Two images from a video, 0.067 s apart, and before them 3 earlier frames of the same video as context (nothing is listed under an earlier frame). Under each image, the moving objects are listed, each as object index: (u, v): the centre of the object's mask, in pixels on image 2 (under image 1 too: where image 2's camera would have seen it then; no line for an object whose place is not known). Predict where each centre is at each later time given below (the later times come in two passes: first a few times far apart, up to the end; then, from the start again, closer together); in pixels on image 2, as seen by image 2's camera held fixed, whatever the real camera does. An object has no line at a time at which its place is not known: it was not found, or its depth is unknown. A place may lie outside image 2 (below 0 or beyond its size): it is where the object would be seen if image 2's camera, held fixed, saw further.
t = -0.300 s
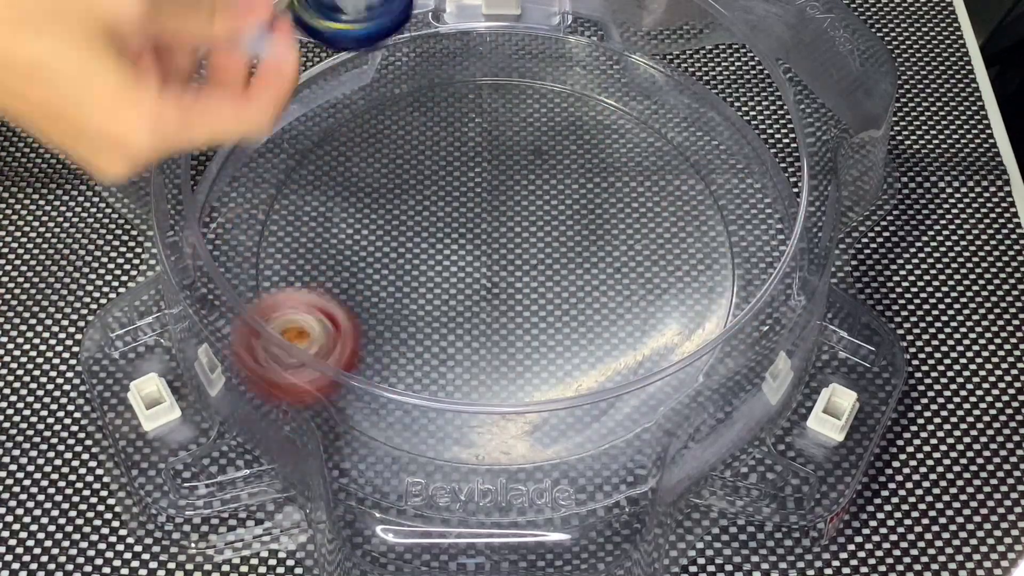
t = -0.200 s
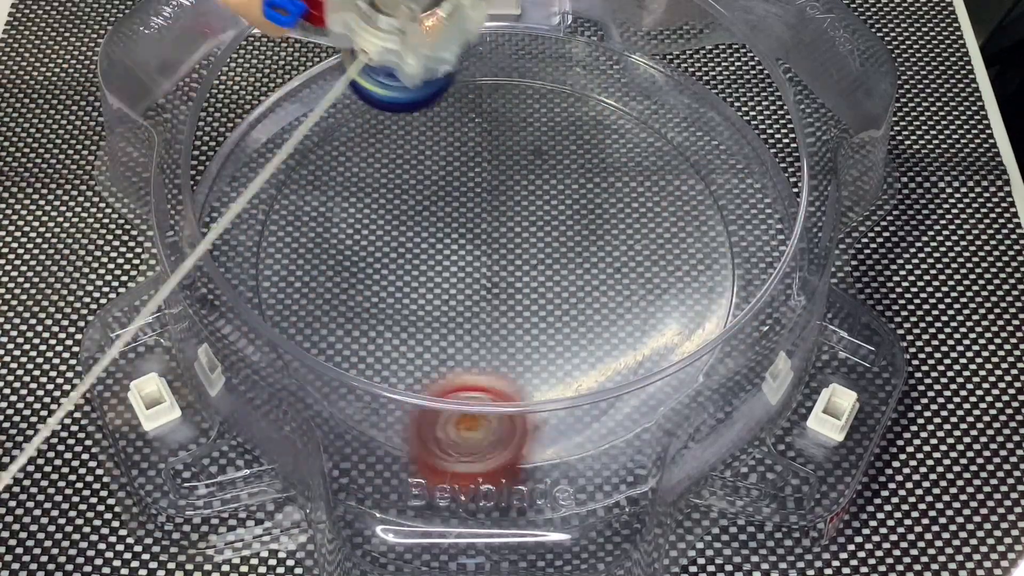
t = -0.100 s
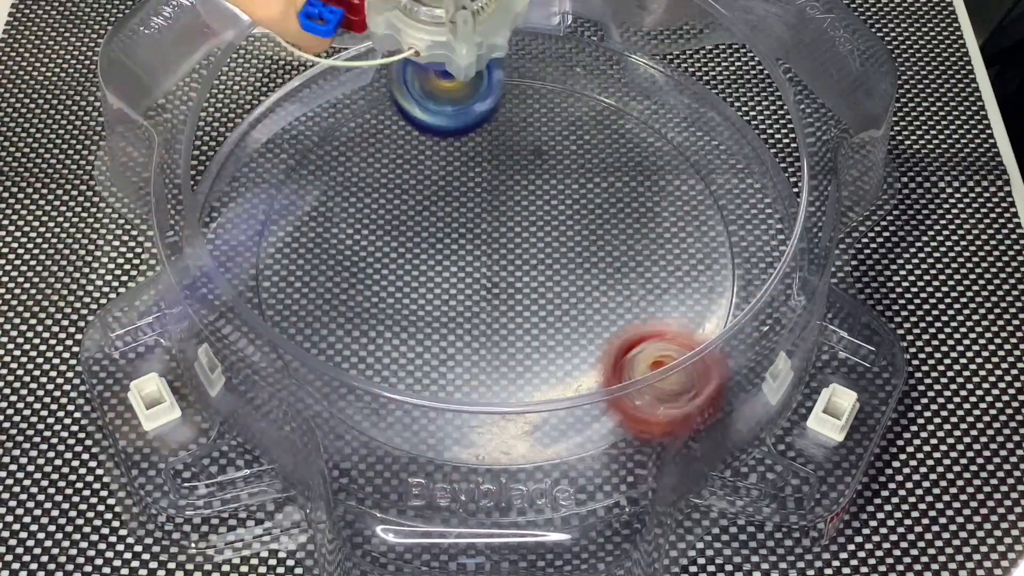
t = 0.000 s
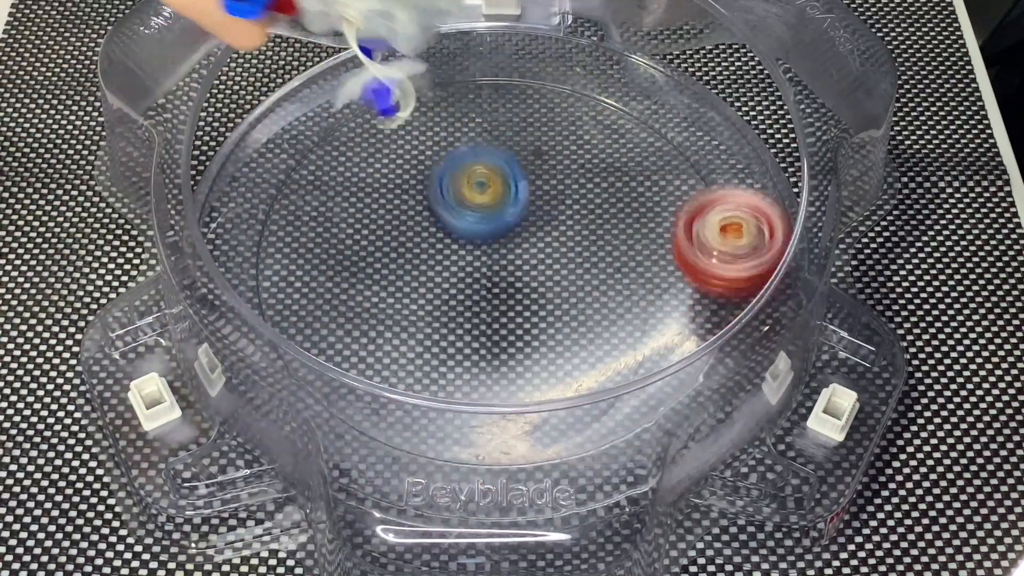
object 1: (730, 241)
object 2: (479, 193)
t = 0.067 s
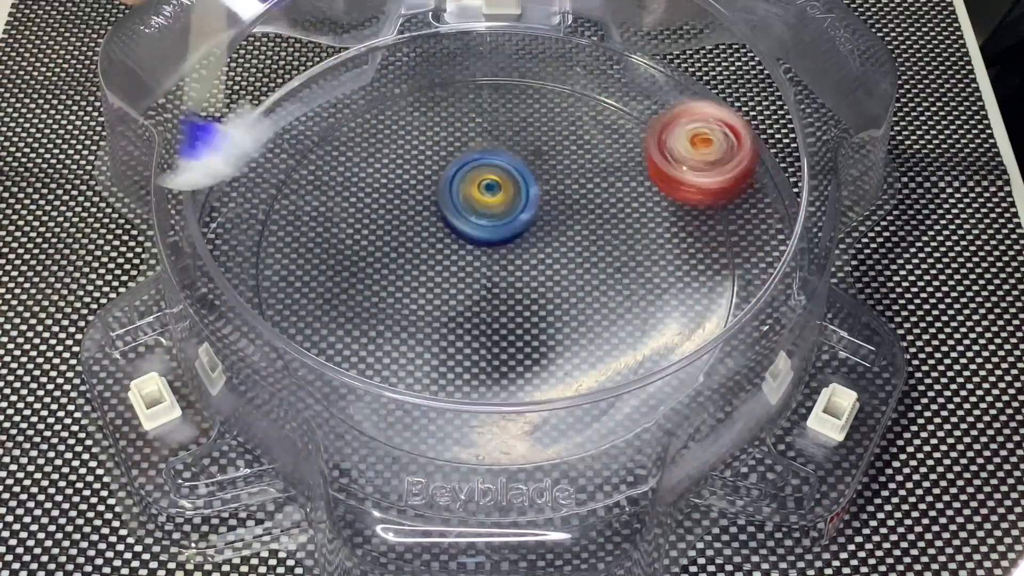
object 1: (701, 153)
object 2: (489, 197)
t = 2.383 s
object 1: (392, 180)
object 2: (411, 325)
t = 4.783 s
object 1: (447, 200)
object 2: (585, 179)
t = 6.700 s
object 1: (446, 256)
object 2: (528, 187)
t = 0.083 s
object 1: (686, 134)
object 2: (490, 197)
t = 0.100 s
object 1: (670, 118)
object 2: (492, 200)
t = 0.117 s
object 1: (649, 104)
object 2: (494, 207)
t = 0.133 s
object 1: (628, 90)
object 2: (495, 217)
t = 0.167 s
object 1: (584, 70)
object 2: (499, 247)
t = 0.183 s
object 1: (559, 63)
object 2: (499, 256)
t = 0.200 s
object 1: (533, 60)
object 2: (498, 255)
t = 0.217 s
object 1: (508, 59)
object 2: (497, 257)
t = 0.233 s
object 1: (481, 57)
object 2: (497, 262)
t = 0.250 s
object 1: (456, 58)
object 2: (496, 270)
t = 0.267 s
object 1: (431, 63)
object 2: (495, 280)
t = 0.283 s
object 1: (407, 70)
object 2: (492, 281)
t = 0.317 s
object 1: (359, 89)
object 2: (486, 294)
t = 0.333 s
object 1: (338, 102)
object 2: (482, 295)
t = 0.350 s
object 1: (320, 117)
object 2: (477, 300)
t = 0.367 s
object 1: (302, 134)
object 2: (471, 304)
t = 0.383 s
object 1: (287, 152)
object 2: (466, 308)
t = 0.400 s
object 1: (275, 173)
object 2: (460, 310)
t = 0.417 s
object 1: (266, 194)
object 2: (452, 313)
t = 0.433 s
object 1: (259, 216)
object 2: (444, 315)
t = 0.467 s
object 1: (267, 260)
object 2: (427, 316)
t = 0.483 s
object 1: (267, 285)
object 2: (417, 316)
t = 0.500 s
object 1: (275, 308)
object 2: (408, 314)
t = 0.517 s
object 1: (286, 331)
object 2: (401, 311)
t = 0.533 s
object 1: (302, 351)
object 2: (405, 304)
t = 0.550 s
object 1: (326, 365)
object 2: (410, 296)
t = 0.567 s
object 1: (353, 383)
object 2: (412, 288)
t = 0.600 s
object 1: (403, 412)
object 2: (420, 270)
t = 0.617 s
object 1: (430, 424)
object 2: (424, 261)
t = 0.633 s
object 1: (455, 432)
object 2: (428, 250)
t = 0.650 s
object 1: (483, 435)
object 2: (432, 242)
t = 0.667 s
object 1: (512, 432)
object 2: (436, 232)
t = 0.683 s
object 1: (538, 427)
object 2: (440, 223)
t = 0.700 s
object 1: (564, 421)
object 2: (444, 214)
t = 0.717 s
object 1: (587, 413)
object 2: (448, 206)
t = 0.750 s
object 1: (627, 391)
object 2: (458, 194)
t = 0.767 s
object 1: (643, 376)
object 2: (464, 189)
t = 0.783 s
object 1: (660, 362)
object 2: (470, 185)
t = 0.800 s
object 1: (672, 346)
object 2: (477, 182)
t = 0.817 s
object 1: (681, 328)
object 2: (484, 180)
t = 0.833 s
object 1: (685, 304)
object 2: (492, 179)
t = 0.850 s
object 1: (693, 290)
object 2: (500, 179)
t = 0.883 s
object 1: (695, 253)
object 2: (515, 181)
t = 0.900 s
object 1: (691, 234)
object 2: (522, 184)
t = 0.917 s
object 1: (683, 214)
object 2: (530, 187)
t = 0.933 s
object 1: (673, 197)
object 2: (538, 192)
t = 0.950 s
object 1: (661, 180)
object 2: (544, 198)
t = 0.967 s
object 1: (648, 161)
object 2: (548, 205)
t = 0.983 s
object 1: (641, 143)
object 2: (544, 214)
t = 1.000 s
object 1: (632, 125)
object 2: (539, 226)
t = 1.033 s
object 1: (607, 96)
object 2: (529, 249)
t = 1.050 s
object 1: (592, 85)
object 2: (523, 260)
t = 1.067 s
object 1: (575, 74)
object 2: (516, 272)
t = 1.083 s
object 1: (557, 67)
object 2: (509, 283)
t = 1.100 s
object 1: (539, 62)
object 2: (501, 295)
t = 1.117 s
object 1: (519, 57)
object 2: (492, 306)
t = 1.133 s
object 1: (498, 56)
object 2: (482, 316)
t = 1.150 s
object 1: (477, 59)
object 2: (471, 326)
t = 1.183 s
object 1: (433, 66)
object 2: (448, 341)
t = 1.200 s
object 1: (412, 71)
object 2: (436, 347)
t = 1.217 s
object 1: (391, 76)
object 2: (424, 350)
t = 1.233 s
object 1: (370, 83)
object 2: (411, 351)
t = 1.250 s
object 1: (352, 94)
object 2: (399, 351)
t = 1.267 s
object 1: (336, 107)
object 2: (386, 350)
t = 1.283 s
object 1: (320, 121)
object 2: (373, 347)
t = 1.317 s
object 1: (290, 150)
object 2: (342, 347)
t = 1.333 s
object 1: (280, 166)
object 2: (330, 341)
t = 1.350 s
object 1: (271, 185)
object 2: (318, 334)
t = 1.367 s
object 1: (266, 204)
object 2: (306, 325)
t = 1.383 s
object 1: (260, 223)
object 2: (297, 316)
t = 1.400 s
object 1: (258, 223)
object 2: (295, 327)
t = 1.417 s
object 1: (261, 225)
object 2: (298, 338)
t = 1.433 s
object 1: (268, 230)
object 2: (306, 347)
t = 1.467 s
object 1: (283, 238)
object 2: (329, 365)
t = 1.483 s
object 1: (291, 244)
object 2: (344, 371)
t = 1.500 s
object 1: (302, 250)
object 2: (358, 374)
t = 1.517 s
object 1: (312, 257)
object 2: (374, 373)
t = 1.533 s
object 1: (322, 264)
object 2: (388, 375)
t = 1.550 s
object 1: (333, 271)
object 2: (403, 373)
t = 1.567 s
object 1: (343, 277)
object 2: (419, 361)
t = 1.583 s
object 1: (354, 284)
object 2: (431, 360)
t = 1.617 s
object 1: (372, 292)
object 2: (459, 358)
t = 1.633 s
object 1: (377, 292)
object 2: (476, 357)
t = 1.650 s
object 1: (385, 293)
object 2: (494, 356)
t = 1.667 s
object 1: (392, 293)
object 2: (511, 355)
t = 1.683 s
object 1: (401, 294)
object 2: (525, 352)
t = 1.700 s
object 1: (409, 293)
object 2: (540, 350)
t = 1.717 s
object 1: (418, 293)
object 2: (553, 346)
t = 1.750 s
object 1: (435, 290)
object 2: (575, 338)
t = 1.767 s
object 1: (443, 288)
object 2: (584, 334)
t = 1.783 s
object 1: (450, 286)
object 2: (593, 329)
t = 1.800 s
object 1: (457, 283)
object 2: (599, 324)
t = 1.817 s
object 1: (464, 281)
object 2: (605, 320)
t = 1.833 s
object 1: (470, 277)
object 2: (610, 316)
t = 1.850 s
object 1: (475, 274)
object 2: (613, 312)
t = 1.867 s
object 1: (479, 270)
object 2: (615, 309)
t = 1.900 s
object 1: (488, 262)
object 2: (616, 300)
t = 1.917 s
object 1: (491, 258)
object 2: (615, 297)
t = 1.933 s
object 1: (493, 254)
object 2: (613, 293)
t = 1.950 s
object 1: (496, 249)
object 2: (611, 291)
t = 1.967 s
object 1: (497, 244)
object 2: (606, 288)
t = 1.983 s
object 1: (499, 238)
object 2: (600, 284)
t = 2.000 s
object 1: (500, 233)
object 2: (595, 284)
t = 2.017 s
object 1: (499, 226)
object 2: (591, 283)
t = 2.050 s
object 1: (492, 207)
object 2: (587, 290)
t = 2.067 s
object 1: (488, 200)
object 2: (584, 297)
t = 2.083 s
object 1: (484, 192)
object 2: (581, 303)
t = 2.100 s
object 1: (480, 185)
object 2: (577, 309)
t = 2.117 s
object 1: (475, 179)
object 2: (572, 314)
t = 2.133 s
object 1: (469, 173)
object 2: (567, 320)
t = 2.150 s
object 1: (465, 168)
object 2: (560, 327)
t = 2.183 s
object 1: (454, 161)
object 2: (543, 338)
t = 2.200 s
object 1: (448, 158)
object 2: (533, 344)
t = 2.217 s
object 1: (441, 155)
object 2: (523, 347)
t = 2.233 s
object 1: (435, 153)
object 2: (512, 350)
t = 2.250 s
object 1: (429, 153)
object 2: (501, 352)
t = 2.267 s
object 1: (423, 153)
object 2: (490, 352)
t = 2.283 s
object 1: (418, 155)
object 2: (477, 352)
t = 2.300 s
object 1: (412, 157)
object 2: (466, 349)
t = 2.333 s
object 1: (403, 164)
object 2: (442, 344)
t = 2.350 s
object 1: (399, 168)
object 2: (430, 338)
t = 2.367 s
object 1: (396, 174)
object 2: (420, 332)
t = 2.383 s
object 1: (392, 180)
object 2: (411, 325)
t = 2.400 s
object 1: (390, 186)
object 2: (403, 317)
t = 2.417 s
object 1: (388, 193)
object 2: (398, 308)
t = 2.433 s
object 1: (386, 199)
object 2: (393, 298)
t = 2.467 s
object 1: (384, 188)
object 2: (396, 306)
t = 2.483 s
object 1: (383, 180)
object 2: (400, 316)
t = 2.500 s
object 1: (383, 173)
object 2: (403, 326)
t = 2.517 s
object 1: (383, 167)
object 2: (410, 332)
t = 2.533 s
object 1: (383, 162)
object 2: (415, 337)
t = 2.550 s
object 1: (384, 158)
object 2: (421, 342)
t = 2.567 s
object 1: (385, 155)
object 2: (425, 344)
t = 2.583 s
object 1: (386, 153)
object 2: (430, 345)
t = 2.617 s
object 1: (389, 152)
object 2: (439, 345)
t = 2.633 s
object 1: (390, 152)
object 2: (441, 344)
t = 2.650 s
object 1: (392, 152)
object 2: (445, 342)
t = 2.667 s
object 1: (393, 154)
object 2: (446, 341)
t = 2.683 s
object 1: (395, 156)
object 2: (449, 338)
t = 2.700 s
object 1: (397, 158)
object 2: (452, 337)
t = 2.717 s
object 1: (399, 161)
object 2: (454, 334)
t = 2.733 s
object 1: (402, 164)
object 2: (455, 332)
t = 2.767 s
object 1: (407, 171)
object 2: (460, 328)
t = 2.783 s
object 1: (411, 175)
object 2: (463, 325)
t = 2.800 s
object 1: (413, 179)
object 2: (465, 323)
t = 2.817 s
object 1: (417, 182)
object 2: (468, 321)
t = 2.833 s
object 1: (420, 186)
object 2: (471, 319)
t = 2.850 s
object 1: (424, 189)
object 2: (474, 317)
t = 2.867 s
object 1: (429, 192)
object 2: (478, 316)
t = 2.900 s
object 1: (439, 199)
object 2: (485, 312)
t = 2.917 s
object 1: (444, 202)
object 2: (490, 311)
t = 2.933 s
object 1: (449, 204)
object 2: (494, 310)
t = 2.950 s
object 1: (455, 206)
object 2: (498, 309)
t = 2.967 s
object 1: (461, 208)
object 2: (503, 309)
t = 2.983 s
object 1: (467, 209)
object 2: (508, 308)
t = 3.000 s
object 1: (474, 210)
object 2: (513, 307)
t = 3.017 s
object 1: (482, 211)
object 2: (517, 306)
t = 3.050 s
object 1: (496, 211)
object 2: (527, 305)
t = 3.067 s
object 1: (504, 210)
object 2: (532, 305)
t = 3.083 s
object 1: (512, 208)
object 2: (536, 305)
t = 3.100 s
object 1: (520, 207)
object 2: (540, 305)
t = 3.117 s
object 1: (528, 204)
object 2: (544, 304)
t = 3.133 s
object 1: (536, 202)
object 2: (548, 305)
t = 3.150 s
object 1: (543, 199)
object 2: (552, 305)
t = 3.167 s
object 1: (551, 195)
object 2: (555, 304)
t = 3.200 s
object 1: (565, 186)
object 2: (561, 304)
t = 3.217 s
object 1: (570, 181)
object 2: (563, 304)
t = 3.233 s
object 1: (576, 175)
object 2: (565, 304)
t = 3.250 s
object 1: (581, 170)
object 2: (566, 304)
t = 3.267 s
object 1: (585, 163)
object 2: (568, 304)
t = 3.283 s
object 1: (588, 157)
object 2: (569, 304)
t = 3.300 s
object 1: (591, 152)
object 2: (569, 303)
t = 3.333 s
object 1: (593, 140)
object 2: (570, 303)
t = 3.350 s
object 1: (593, 134)
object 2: (569, 304)
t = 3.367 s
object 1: (593, 128)
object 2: (569, 304)
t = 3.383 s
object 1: (591, 123)
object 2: (569, 304)
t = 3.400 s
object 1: (588, 118)
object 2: (568, 305)
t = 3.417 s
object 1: (585, 114)
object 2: (567, 306)
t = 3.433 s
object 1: (581, 110)
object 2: (567, 306)
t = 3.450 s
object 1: (577, 107)
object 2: (567, 307)
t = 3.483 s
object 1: (565, 104)
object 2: (566, 310)
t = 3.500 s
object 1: (558, 104)
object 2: (566, 311)
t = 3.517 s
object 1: (550, 105)
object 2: (565, 313)
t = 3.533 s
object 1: (542, 106)
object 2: (565, 314)
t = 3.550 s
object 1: (534, 108)
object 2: (563, 314)
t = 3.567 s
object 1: (527, 110)
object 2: (563, 315)
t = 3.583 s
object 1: (519, 113)
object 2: (562, 315)
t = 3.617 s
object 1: (507, 120)
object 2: (560, 316)
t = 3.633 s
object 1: (501, 126)
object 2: (559, 316)
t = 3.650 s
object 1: (497, 132)
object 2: (558, 316)
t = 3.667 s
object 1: (493, 138)
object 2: (556, 315)
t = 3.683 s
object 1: (491, 146)
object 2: (554, 314)
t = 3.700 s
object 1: (488, 153)
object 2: (554, 313)
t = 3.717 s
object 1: (487, 161)
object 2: (552, 310)
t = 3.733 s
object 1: (487, 169)
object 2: (550, 307)
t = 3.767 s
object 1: (489, 184)
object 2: (547, 301)
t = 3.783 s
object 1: (490, 192)
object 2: (545, 297)
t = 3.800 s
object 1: (493, 200)
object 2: (544, 294)
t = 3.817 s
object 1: (494, 205)
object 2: (543, 290)
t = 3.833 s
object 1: (485, 191)
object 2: (559, 308)
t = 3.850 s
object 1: (475, 174)
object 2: (578, 335)
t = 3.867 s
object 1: (465, 160)
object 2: (591, 352)
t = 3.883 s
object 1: (456, 147)
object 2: (609, 376)
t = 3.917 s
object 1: (439, 124)
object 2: (629, 405)
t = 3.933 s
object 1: (432, 115)
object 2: (631, 414)
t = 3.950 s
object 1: (425, 108)
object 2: (633, 428)
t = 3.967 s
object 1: (419, 103)
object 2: (631, 438)
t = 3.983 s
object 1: (413, 101)
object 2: (627, 446)
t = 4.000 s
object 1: (407, 100)
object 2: (617, 450)
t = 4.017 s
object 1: (401, 103)
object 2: (607, 452)
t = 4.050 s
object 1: (390, 112)
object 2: (589, 457)
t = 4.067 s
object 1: (386, 120)
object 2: (580, 457)
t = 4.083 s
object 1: (381, 131)
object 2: (572, 457)
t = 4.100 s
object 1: (377, 142)
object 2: (564, 453)
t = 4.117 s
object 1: (373, 156)
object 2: (555, 452)
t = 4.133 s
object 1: (371, 170)
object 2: (546, 451)
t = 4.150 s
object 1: (370, 185)
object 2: (536, 448)
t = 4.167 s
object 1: (371, 200)
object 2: (526, 447)
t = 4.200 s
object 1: (377, 231)
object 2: (510, 445)
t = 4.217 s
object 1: (382, 246)
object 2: (499, 429)
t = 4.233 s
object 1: (390, 260)
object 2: (490, 423)
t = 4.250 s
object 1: (399, 274)
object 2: (482, 414)
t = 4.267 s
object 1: (409, 287)
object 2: (475, 402)
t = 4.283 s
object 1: (421, 298)
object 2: (466, 393)
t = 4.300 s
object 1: (430, 301)
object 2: (464, 392)
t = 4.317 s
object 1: (428, 288)
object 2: (478, 402)
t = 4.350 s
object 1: (426, 260)
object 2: (511, 431)
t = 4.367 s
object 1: (426, 247)
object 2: (526, 427)
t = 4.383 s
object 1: (426, 235)
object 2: (540, 424)
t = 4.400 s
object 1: (426, 224)
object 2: (554, 424)
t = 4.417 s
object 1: (428, 213)
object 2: (567, 424)
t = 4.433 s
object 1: (429, 204)
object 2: (574, 413)
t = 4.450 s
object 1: (431, 194)
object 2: (582, 403)
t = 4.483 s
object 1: (436, 180)
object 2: (591, 374)
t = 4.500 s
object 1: (438, 175)
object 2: (592, 357)
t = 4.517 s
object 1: (440, 170)
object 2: (598, 349)
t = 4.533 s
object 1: (442, 167)
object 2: (603, 338)
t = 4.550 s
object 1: (444, 164)
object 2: (605, 323)
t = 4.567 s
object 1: (445, 162)
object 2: (606, 311)
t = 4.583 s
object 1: (445, 161)
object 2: (606, 297)
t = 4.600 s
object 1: (446, 161)
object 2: (606, 286)
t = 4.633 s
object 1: (446, 162)
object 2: (605, 261)
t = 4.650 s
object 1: (446, 165)
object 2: (604, 250)
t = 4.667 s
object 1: (445, 167)
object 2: (602, 239)
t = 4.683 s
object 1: (445, 172)
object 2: (601, 227)
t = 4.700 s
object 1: (445, 175)
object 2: (599, 217)
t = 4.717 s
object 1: (445, 180)
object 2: (597, 208)
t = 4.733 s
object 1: (444, 184)
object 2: (594, 199)
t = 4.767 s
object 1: (446, 195)
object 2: (589, 185)
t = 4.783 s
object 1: (447, 200)
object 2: (585, 179)
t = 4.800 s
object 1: (448, 205)
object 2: (583, 173)
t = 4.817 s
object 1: (448, 211)
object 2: (579, 169)
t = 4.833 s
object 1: (449, 216)
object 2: (577, 164)
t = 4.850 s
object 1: (449, 221)
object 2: (574, 162)
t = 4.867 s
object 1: (450, 226)
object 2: (571, 160)
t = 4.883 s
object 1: (451, 230)
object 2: (569, 159)
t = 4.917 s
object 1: (453, 237)
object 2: (565, 158)
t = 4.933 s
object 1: (455, 239)
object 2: (563, 159)
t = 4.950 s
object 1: (457, 241)
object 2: (560, 161)
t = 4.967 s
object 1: (460, 243)
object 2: (558, 164)
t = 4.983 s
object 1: (464, 244)
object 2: (556, 167)
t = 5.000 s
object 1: (467, 245)
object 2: (554, 171)
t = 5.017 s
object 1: (471, 245)
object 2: (553, 175)
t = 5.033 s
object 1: (475, 245)
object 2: (552, 179)
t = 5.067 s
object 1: (469, 257)
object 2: (568, 172)
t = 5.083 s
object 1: (463, 264)
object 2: (581, 166)
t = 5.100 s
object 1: (458, 272)
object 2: (593, 163)
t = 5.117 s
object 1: (455, 279)
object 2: (606, 157)
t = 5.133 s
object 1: (452, 286)
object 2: (618, 155)
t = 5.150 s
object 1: (450, 292)
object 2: (630, 153)
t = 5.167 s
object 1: (449, 297)
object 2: (643, 152)
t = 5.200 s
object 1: (450, 306)
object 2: (668, 149)
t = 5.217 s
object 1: (452, 310)
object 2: (679, 151)
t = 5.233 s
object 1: (454, 314)
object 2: (691, 153)
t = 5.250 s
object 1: (458, 318)
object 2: (700, 158)
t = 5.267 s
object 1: (463, 321)
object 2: (706, 163)
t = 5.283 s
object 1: (469, 324)
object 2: (709, 171)
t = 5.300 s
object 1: (475, 325)
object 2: (712, 179)
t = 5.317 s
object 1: (482, 326)
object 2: (713, 190)
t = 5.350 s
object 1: (495, 325)
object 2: (706, 213)
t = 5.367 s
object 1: (501, 323)
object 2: (702, 224)
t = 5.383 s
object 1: (505, 321)
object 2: (697, 234)
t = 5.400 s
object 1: (509, 318)
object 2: (692, 245)
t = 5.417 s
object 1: (513, 315)
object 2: (687, 253)
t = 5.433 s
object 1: (517, 312)
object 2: (681, 261)
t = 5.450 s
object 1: (520, 308)
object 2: (675, 268)
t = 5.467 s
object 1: (523, 305)
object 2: (668, 274)
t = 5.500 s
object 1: (528, 297)
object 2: (656, 286)
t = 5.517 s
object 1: (529, 293)
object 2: (651, 291)
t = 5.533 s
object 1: (524, 287)
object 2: (654, 295)
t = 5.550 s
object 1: (519, 282)
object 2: (655, 298)
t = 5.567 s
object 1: (515, 278)
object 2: (654, 300)
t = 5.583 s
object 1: (511, 274)
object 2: (652, 302)
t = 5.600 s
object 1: (508, 271)
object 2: (649, 304)
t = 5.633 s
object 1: (502, 266)
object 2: (641, 306)
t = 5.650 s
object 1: (500, 265)
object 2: (636, 305)
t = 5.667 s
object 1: (499, 265)
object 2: (631, 305)
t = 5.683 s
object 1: (497, 265)
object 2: (625, 304)
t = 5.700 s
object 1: (495, 266)
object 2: (620, 303)
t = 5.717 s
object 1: (492, 266)
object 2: (614, 302)
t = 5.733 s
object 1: (489, 267)
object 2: (609, 302)
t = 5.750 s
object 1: (484, 267)
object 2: (605, 299)
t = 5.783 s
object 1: (475, 268)
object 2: (593, 292)
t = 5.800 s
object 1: (471, 268)
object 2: (588, 288)
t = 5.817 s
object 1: (466, 269)
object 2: (586, 284)
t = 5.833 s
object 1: (463, 270)
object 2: (583, 280)
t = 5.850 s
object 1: (459, 270)
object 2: (581, 276)
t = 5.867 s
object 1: (456, 270)
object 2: (580, 272)
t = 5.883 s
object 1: (453, 271)
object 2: (580, 268)
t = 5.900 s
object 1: (450, 272)
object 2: (580, 265)
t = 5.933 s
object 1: (445, 276)
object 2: (580, 257)
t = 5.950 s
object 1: (441, 277)
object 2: (580, 252)
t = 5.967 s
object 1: (438, 278)
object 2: (578, 248)
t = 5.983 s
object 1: (435, 280)
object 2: (578, 243)
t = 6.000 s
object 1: (433, 281)
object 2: (577, 238)
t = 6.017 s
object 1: (432, 282)
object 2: (577, 233)
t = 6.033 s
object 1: (432, 282)
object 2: (577, 228)
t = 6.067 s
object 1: (432, 283)
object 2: (576, 218)
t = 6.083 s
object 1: (432, 284)
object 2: (577, 213)
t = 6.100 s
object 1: (432, 285)
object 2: (577, 211)
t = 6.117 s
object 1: (433, 286)
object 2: (578, 206)
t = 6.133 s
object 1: (434, 287)
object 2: (579, 203)
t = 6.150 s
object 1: (436, 288)
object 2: (580, 199)
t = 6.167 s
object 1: (438, 290)
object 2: (581, 196)
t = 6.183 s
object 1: (441, 290)
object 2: (581, 193)
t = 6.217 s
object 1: (446, 292)
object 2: (582, 188)
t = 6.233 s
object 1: (448, 292)
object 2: (583, 186)
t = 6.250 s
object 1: (450, 291)
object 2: (584, 183)
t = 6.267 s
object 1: (451, 290)
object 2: (584, 182)
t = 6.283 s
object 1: (451, 290)
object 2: (585, 181)
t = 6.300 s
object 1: (451, 290)
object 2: (586, 179)
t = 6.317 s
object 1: (451, 290)
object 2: (587, 177)
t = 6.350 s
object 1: (451, 289)
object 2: (587, 173)
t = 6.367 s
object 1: (451, 289)
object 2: (587, 171)
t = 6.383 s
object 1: (451, 288)
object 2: (587, 170)
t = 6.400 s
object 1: (451, 287)
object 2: (586, 170)
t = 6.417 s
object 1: (451, 286)
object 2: (585, 170)
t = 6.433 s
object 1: (451, 284)
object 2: (584, 171)
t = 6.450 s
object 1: (451, 282)
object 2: (581, 173)
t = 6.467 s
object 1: (450, 281)
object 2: (579, 176)
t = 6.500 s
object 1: (449, 277)
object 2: (576, 181)
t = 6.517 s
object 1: (448, 275)
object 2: (575, 184)
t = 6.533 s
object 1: (447, 274)
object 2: (573, 186)
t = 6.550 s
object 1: (446, 272)
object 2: (569, 187)
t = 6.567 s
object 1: (446, 271)
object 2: (564, 189)
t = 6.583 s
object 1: (445, 269)
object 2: (559, 190)
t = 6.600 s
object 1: (445, 268)
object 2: (554, 191)
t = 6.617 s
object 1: (445, 266)
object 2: (548, 191)
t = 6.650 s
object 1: (446, 263)
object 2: (538, 191)
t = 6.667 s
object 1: (447, 260)
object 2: (534, 191)
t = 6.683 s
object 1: (448, 258)
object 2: (529, 190)
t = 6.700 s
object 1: (446, 256)
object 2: (528, 187)
